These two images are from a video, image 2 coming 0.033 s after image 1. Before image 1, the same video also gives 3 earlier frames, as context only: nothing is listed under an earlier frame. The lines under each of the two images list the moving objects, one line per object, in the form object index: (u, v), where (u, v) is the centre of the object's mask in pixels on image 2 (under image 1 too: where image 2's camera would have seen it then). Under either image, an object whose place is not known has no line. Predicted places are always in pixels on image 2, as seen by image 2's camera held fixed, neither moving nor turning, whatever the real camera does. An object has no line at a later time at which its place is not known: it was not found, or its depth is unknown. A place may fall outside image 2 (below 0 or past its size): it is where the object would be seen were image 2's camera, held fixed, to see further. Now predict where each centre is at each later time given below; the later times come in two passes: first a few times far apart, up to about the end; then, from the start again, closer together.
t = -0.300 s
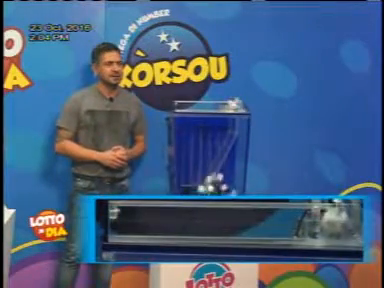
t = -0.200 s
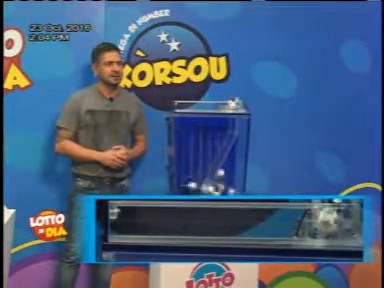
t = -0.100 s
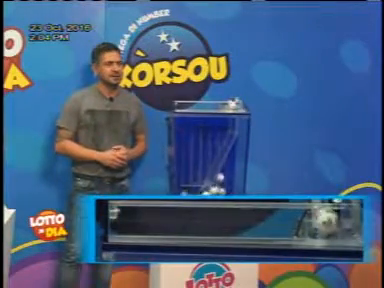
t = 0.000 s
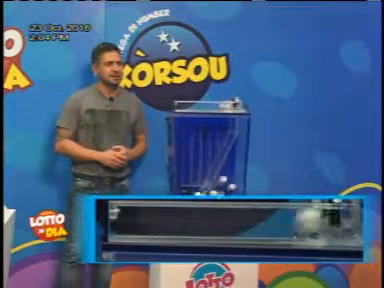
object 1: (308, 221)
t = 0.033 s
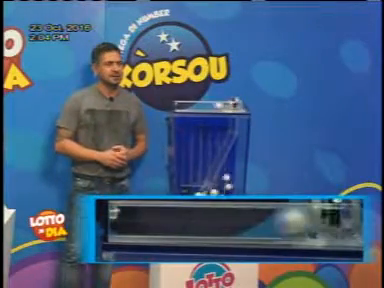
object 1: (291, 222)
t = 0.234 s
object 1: (132, 219)
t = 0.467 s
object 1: (128, 220)
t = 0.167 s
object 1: (173, 217)
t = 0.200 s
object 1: (141, 219)
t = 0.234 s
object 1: (132, 219)
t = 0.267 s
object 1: (143, 220)
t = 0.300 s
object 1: (146, 220)
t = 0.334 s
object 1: (146, 220)
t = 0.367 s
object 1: (142, 220)
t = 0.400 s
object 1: (138, 220)
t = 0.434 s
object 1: (132, 220)
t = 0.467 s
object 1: (128, 220)
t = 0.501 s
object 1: (124, 220)
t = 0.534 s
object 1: (127, 220)
